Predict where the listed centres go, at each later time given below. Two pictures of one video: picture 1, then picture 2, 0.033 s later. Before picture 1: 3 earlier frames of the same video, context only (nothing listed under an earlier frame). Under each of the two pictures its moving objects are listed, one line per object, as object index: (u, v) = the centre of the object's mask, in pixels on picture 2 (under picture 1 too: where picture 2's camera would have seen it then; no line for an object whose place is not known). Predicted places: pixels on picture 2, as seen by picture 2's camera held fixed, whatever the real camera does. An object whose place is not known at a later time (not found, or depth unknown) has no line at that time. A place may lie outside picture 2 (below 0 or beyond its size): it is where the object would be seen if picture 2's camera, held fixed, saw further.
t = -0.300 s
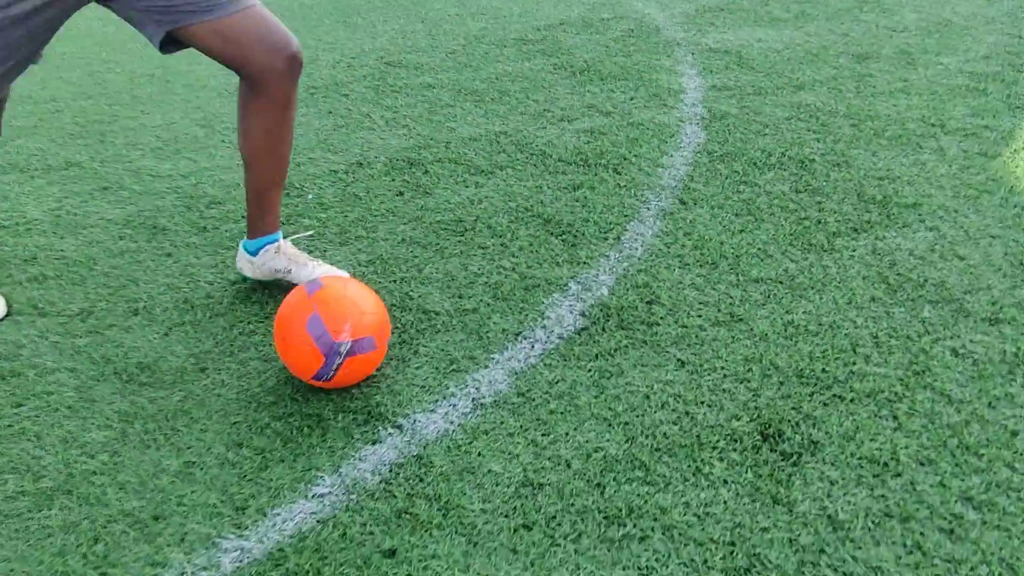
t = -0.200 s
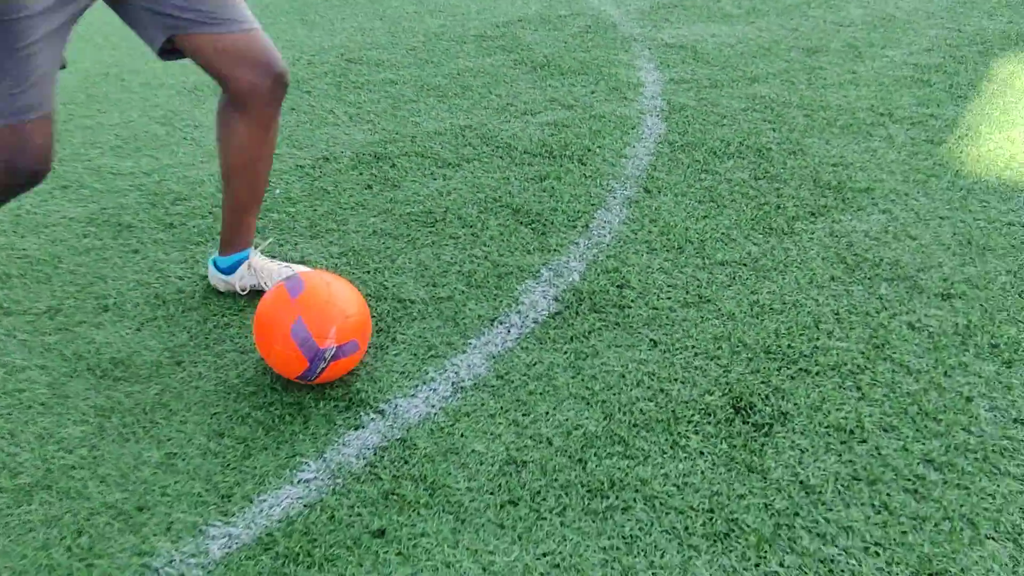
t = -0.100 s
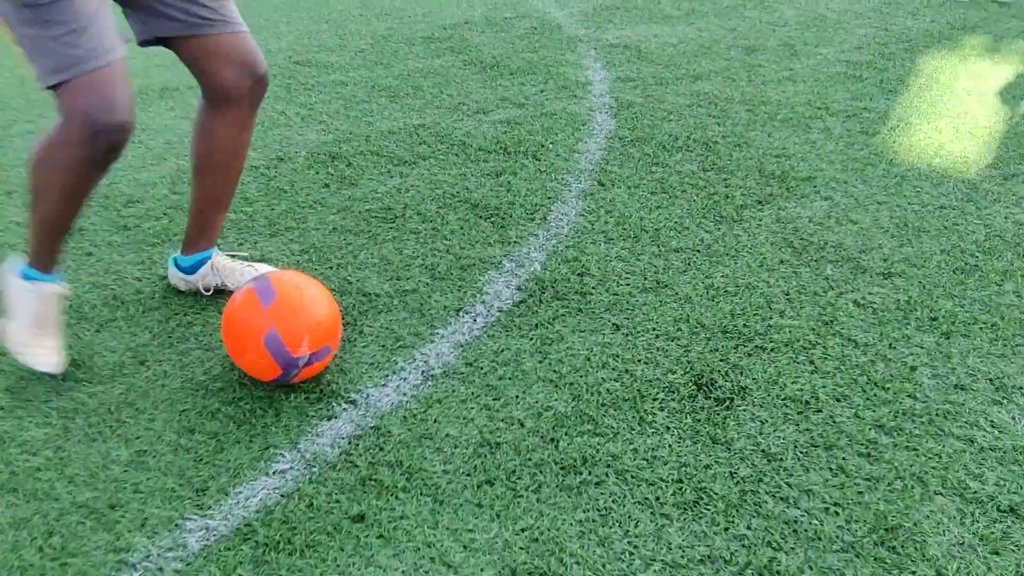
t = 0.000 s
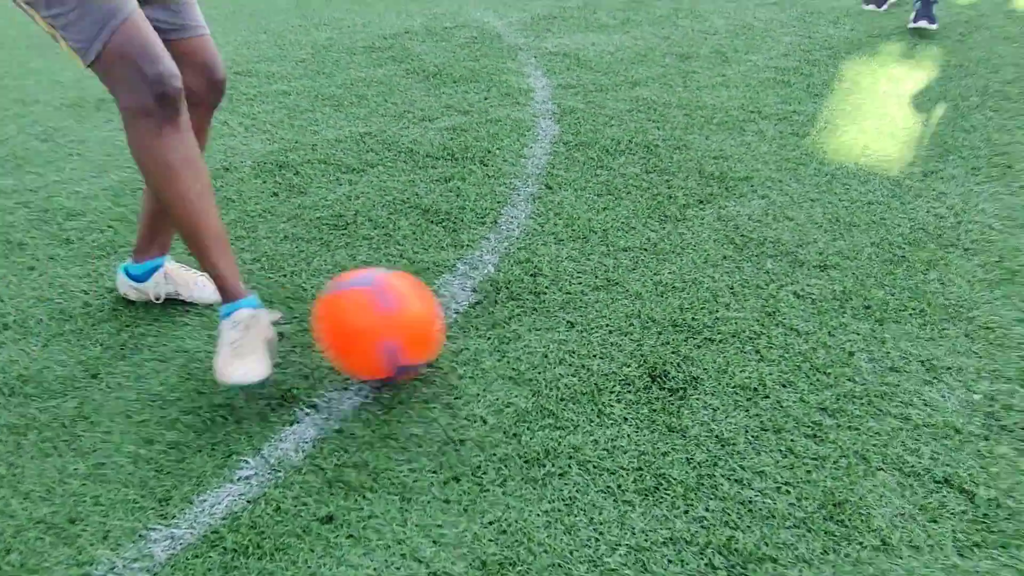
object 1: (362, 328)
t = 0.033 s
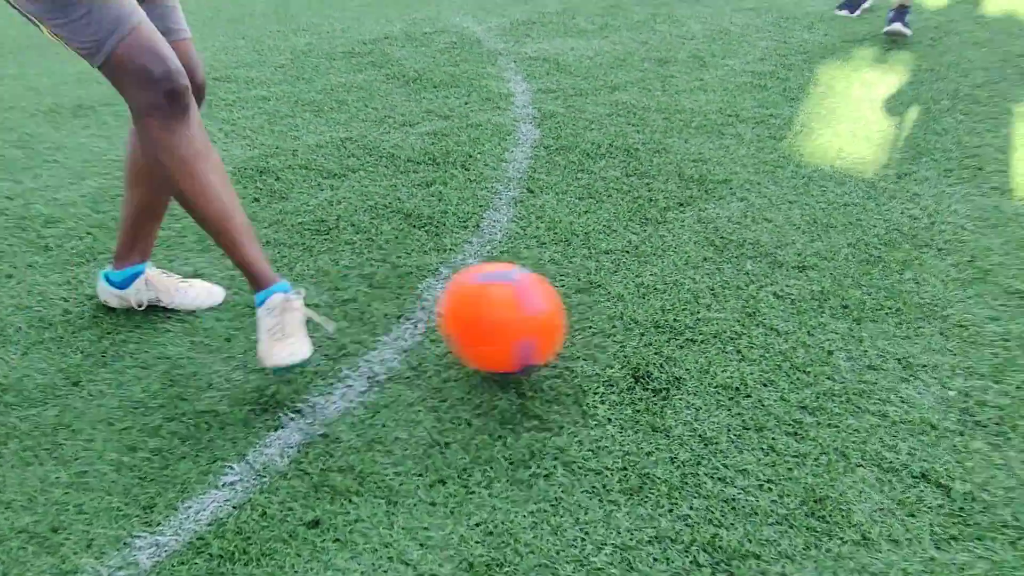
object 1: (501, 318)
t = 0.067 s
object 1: (639, 313)
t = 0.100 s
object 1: (768, 313)
